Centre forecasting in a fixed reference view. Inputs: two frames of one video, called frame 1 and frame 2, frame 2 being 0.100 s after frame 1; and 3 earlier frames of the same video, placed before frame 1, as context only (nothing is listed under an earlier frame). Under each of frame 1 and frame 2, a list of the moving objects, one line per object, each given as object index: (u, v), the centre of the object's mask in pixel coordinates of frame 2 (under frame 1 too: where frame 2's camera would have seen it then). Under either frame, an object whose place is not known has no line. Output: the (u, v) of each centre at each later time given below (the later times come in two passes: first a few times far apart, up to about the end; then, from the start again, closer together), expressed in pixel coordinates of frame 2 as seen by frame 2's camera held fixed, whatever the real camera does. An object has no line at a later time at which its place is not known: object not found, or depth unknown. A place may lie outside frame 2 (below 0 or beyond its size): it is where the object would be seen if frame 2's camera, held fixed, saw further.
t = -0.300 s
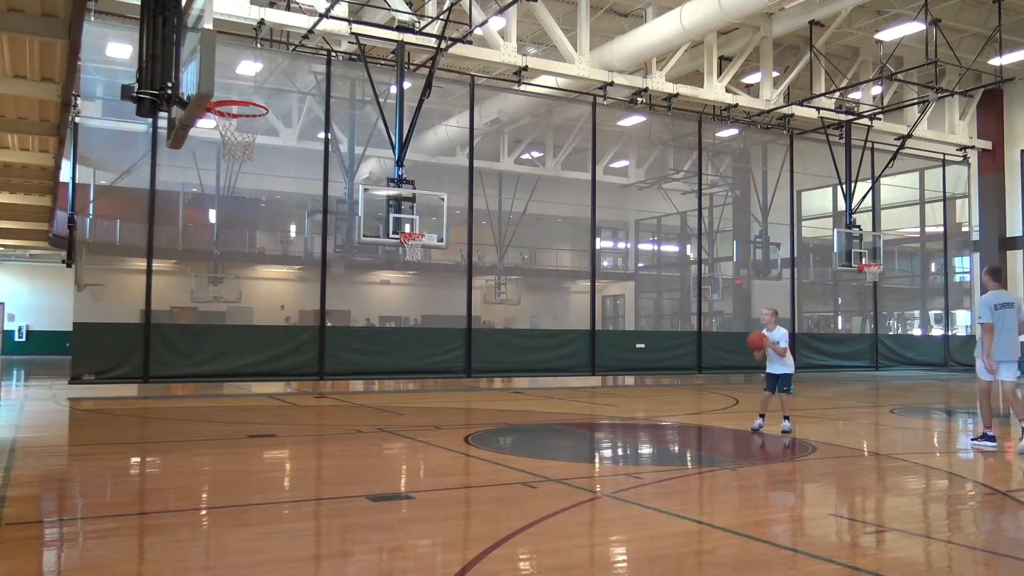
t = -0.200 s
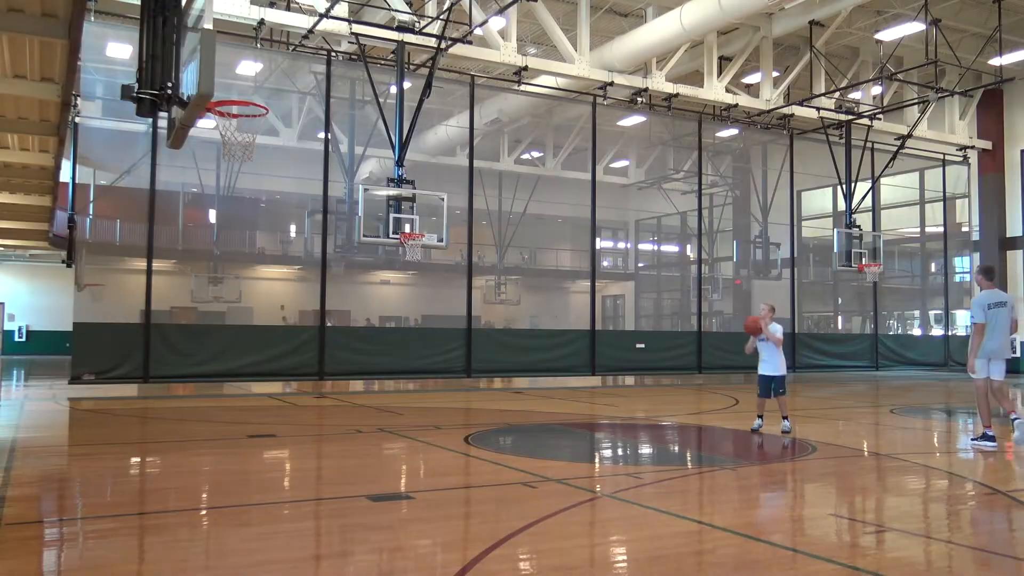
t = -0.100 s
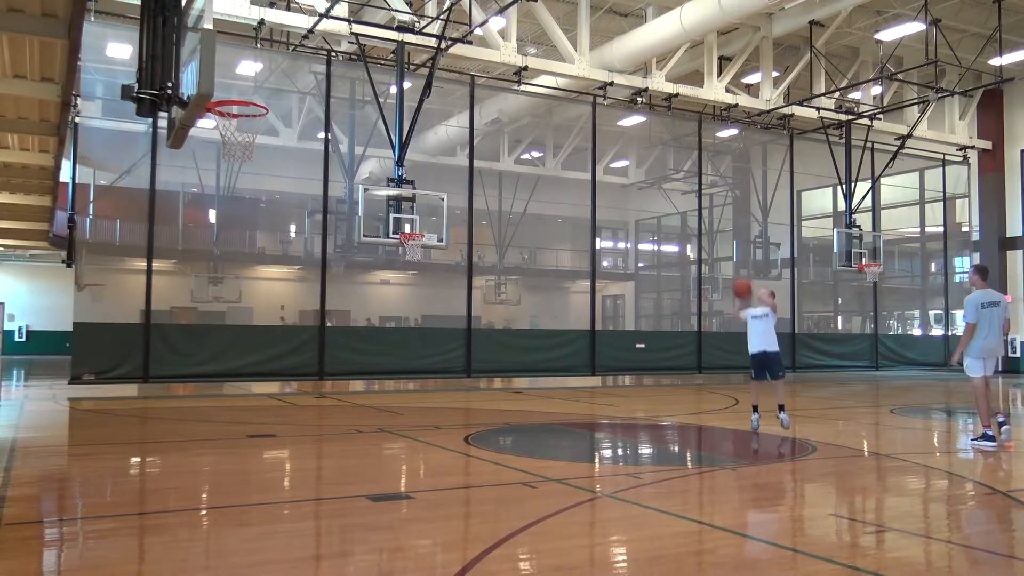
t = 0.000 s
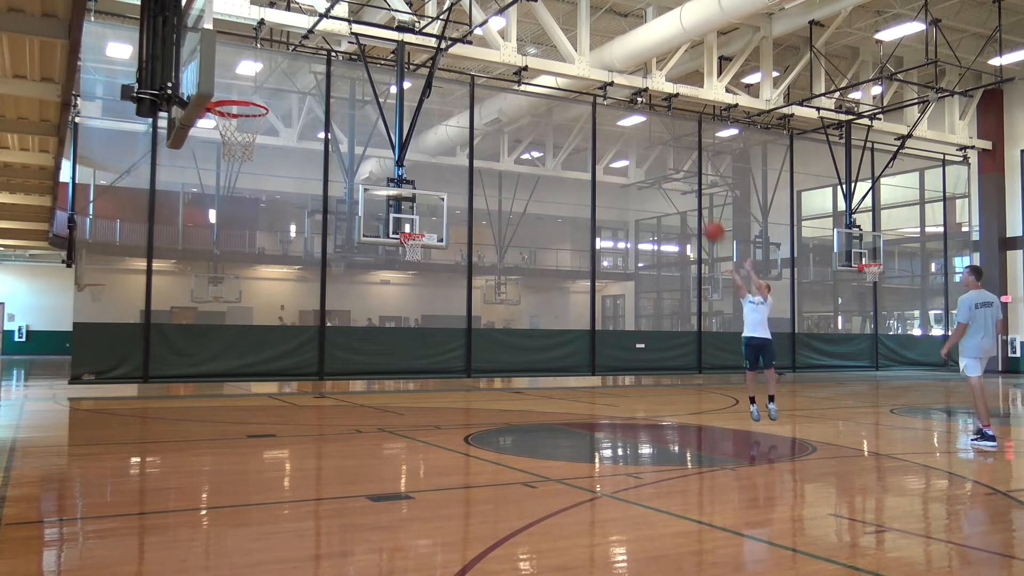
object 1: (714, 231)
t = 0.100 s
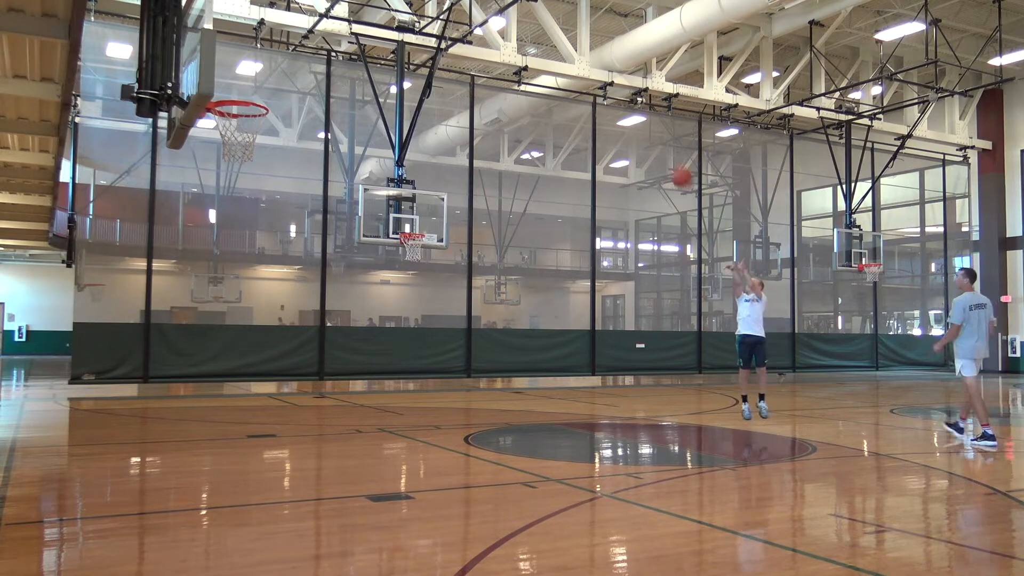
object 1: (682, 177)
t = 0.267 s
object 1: (626, 103)
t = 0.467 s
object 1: (554, 40)
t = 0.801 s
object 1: (419, 10)
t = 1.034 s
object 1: (310, 55)
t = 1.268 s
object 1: (210, 134)
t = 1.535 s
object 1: (165, 200)
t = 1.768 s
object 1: (120, 332)
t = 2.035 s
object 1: (100, 397)
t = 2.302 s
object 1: (132, 302)
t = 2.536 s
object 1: (157, 290)
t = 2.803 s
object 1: (183, 351)
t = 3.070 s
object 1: (202, 426)
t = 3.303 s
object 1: (212, 368)
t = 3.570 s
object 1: (220, 376)
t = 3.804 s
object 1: (225, 448)
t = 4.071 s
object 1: (236, 397)
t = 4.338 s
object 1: (246, 422)
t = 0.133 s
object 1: (671, 162)
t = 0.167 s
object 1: (660, 145)
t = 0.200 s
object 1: (649, 130)
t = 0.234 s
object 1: (637, 115)
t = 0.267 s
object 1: (626, 103)
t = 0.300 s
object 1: (613, 91)
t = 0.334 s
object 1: (603, 80)
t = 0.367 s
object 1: (590, 67)
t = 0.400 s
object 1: (578, 57)
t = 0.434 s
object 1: (566, 48)
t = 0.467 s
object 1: (554, 40)
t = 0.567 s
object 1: (515, 20)
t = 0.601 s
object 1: (502, 15)
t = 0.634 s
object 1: (489, 10)
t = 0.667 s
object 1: (476, 9)
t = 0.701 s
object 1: (461, 9)
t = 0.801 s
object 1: (419, 10)
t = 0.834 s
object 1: (405, 13)
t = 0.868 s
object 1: (389, 16)
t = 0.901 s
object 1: (373, 21)
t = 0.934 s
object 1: (359, 28)
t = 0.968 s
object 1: (343, 36)
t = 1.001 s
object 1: (327, 44)
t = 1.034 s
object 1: (310, 55)
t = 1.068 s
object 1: (293, 66)
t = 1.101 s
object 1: (276, 80)
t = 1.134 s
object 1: (258, 93)
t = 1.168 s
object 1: (241, 113)
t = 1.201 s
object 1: (224, 127)
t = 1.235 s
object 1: (215, 132)
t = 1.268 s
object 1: (210, 134)
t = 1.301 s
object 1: (205, 138)
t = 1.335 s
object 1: (199, 143)
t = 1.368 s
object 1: (194, 149)
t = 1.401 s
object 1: (188, 156)
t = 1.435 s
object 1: (182, 165)
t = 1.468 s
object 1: (176, 175)
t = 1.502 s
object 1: (171, 187)
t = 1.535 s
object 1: (165, 200)
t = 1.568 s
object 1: (158, 214)
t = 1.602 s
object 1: (152, 230)
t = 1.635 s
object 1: (146, 247)
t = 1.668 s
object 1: (140, 265)
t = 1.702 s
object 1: (133, 286)
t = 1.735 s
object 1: (126, 307)
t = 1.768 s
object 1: (120, 332)
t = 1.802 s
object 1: (114, 355)
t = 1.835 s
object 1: (106, 380)
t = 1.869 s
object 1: (99, 410)
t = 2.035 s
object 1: (100, 397)
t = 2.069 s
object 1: (104, 380)
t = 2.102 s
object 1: (109, 364)
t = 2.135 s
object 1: (113, 351)
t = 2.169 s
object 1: (117, 339)
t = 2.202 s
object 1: (121, 328)
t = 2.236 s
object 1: (125, 318)
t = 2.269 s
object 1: (129, 309)
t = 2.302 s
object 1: (132, 302)
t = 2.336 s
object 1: (136, 296)
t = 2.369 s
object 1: (140, 292)
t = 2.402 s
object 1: (143, 289)
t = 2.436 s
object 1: (147, 287)
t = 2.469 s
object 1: (151, 287)
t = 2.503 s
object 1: (154, 287)
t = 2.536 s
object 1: (157, 290)
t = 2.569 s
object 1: (161, 293)
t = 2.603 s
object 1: (164, 297)
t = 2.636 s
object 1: (167, 303)
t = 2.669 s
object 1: (170, 310)
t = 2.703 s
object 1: (174, 319)
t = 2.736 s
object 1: (176, 329)
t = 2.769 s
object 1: (179, 339)
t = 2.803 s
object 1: (183, 351)
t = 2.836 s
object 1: (186, 364)
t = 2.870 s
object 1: (189, 379)
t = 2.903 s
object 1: (191, 396)
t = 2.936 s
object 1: (193, 413)
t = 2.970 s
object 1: (196, 432)
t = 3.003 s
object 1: (199, 451)
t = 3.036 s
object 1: (201, 440)
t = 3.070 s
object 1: (202, 426)
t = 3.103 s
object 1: (203, 414)
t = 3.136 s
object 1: (205, 403)
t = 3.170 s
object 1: (206, 393)
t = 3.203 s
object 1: (208, 384)
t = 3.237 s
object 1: (209, 377)
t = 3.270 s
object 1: (211, 372)
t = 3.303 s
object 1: (212, 368)
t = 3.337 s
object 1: (213, 364)
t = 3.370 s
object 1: (215, 362)
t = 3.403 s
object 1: (216, 362)
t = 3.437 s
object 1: (216, 362)
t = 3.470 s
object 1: (217, 364)
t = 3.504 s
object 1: (218, 366)
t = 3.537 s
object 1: (219, 370)
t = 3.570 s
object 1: (220, 376)
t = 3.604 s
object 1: (221, 382)
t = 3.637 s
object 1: (222, 390)
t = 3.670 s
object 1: (223, 399)
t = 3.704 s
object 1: (224, 411)
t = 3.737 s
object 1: (224, 422)
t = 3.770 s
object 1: (225, 435)
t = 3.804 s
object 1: (225, 448)
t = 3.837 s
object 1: (227, 438)
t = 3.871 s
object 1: (228, 429)
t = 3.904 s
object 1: (230, 421)
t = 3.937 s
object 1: (231, 413)
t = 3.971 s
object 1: (233, 407)
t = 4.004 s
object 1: (234, 402)
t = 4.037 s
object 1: (236, 399)
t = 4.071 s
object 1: (236, 397)
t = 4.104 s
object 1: (238, 396)
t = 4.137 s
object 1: (239, 396)
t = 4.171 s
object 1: (240, 397)
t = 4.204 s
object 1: (242, 399)
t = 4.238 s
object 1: (243, 403)
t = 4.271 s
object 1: (244, 409)
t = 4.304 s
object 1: (245, 415)
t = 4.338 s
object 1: (246, 422)
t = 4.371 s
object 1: (247, 431)
